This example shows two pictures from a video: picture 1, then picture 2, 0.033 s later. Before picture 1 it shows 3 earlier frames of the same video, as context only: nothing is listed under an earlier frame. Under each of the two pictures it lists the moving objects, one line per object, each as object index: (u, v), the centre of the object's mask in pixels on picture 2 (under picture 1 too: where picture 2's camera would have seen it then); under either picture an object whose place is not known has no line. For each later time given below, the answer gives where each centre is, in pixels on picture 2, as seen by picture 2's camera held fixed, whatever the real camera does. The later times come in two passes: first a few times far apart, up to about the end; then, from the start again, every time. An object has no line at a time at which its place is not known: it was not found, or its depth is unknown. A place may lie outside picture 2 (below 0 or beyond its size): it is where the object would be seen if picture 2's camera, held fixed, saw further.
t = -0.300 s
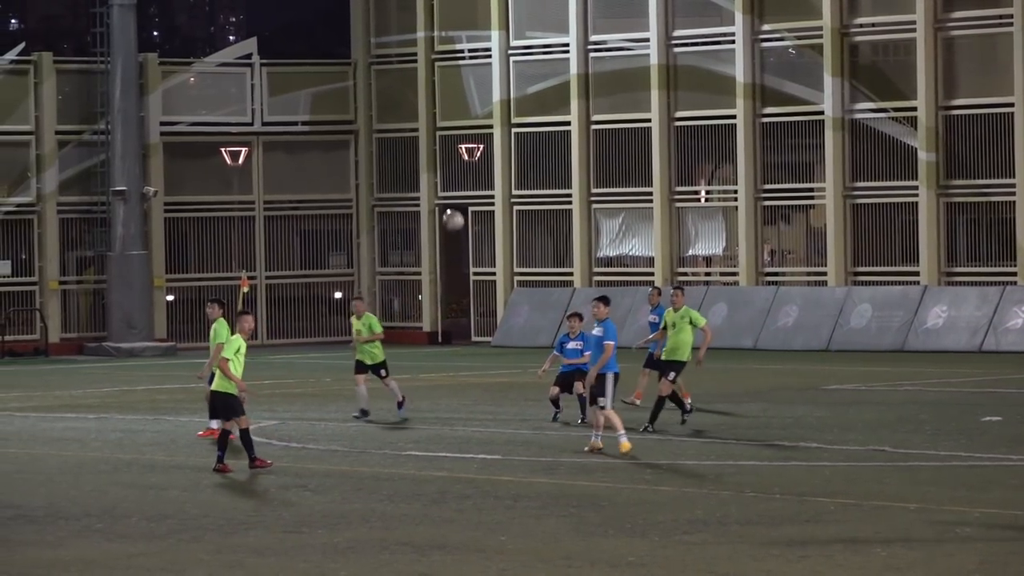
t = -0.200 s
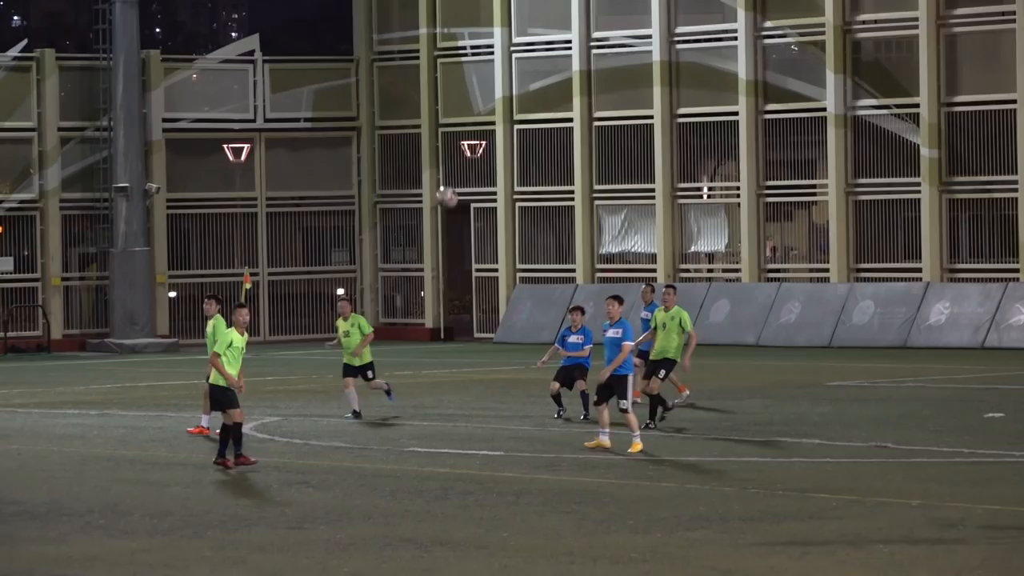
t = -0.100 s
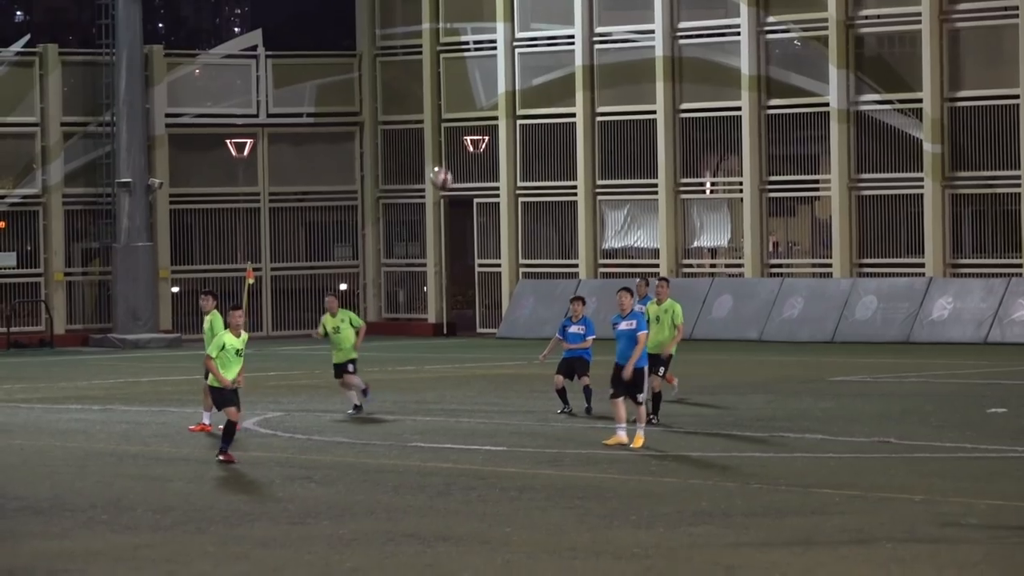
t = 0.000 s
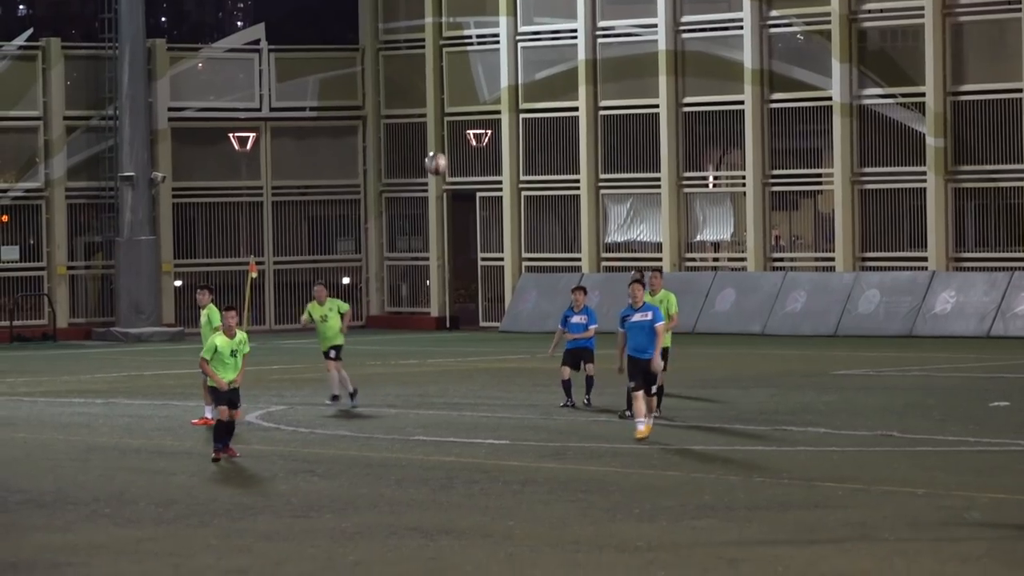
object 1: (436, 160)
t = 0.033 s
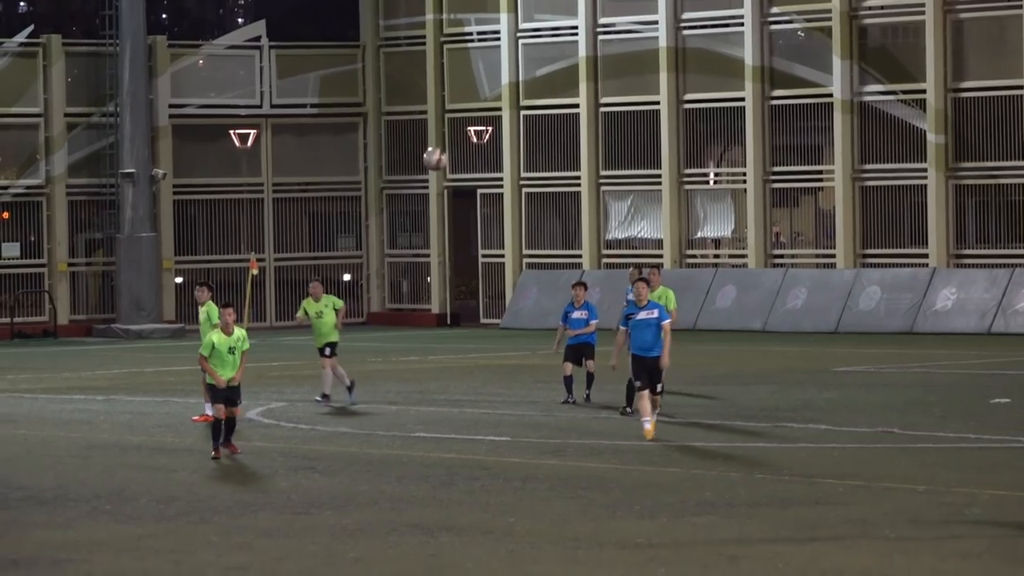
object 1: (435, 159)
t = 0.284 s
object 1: (426, 171)
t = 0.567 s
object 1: (430, 249)
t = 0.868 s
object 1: (447, 433)
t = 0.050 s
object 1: (433, 159)
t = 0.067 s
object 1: (433, 158)
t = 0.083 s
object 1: (432, 158)
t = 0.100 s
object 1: (431, 158)
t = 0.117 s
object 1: (430, 158)
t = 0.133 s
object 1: (430, 159)
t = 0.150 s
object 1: (429, 159)
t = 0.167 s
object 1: (428, 160)
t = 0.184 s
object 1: (428, 161)
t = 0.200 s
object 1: (427, 162)
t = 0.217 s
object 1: (427, 164)
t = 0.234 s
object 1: (427, 165)
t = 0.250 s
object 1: (426, 167)
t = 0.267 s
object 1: (426, 169)
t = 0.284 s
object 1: (426, 171)
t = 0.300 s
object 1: (426, 174)
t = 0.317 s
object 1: (426, 177)
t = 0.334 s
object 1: (426, 180)
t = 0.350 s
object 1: (426, 183)
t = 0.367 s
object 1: (426, 186)
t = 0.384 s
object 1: (426, 190)
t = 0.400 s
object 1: (426, 194)
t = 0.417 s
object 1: (426, 198)
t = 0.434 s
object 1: (427, 203)
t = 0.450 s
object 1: (427, 208)
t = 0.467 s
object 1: (427, 212)
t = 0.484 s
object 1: (428, 218)
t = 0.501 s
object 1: (428, 223)
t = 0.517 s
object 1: (428, 230)
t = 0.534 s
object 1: (429, 235)
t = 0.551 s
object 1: (430, 242)
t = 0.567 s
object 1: (430, 249)
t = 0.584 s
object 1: (431, 256)
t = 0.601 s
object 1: (432, 263)
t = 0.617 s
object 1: (433, 272)
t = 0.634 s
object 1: (433, 280)
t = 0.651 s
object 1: (434, 290)
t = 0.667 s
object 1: (436, 297)
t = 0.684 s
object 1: (437, 307)
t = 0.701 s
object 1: (437, 317)
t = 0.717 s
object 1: (438, 327)
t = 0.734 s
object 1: (439, 336)
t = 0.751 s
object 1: (439, 347)
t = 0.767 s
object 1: (440, 359)
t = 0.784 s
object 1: (441, 370)
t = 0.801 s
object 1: (442, 382)
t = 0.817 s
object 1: (443, 394)
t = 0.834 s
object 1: (444, 407)
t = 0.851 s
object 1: (445, 419)
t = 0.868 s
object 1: (447, 433)
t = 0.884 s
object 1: (448, 448)
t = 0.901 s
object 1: (449, 463)
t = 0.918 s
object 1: (450, 477)
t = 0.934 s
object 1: (452, 493)
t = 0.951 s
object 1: (453, 511)
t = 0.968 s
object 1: (455, 528)
